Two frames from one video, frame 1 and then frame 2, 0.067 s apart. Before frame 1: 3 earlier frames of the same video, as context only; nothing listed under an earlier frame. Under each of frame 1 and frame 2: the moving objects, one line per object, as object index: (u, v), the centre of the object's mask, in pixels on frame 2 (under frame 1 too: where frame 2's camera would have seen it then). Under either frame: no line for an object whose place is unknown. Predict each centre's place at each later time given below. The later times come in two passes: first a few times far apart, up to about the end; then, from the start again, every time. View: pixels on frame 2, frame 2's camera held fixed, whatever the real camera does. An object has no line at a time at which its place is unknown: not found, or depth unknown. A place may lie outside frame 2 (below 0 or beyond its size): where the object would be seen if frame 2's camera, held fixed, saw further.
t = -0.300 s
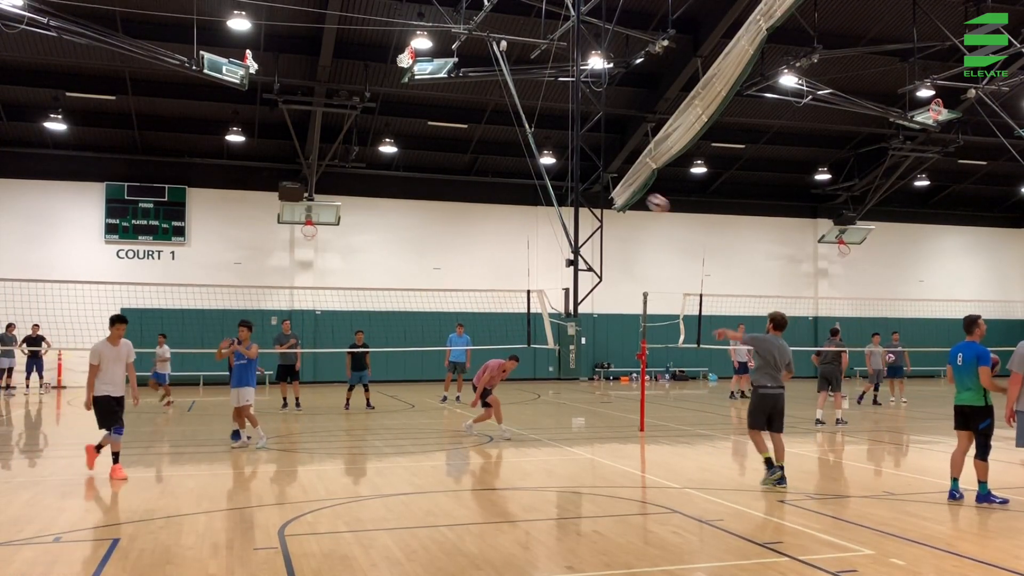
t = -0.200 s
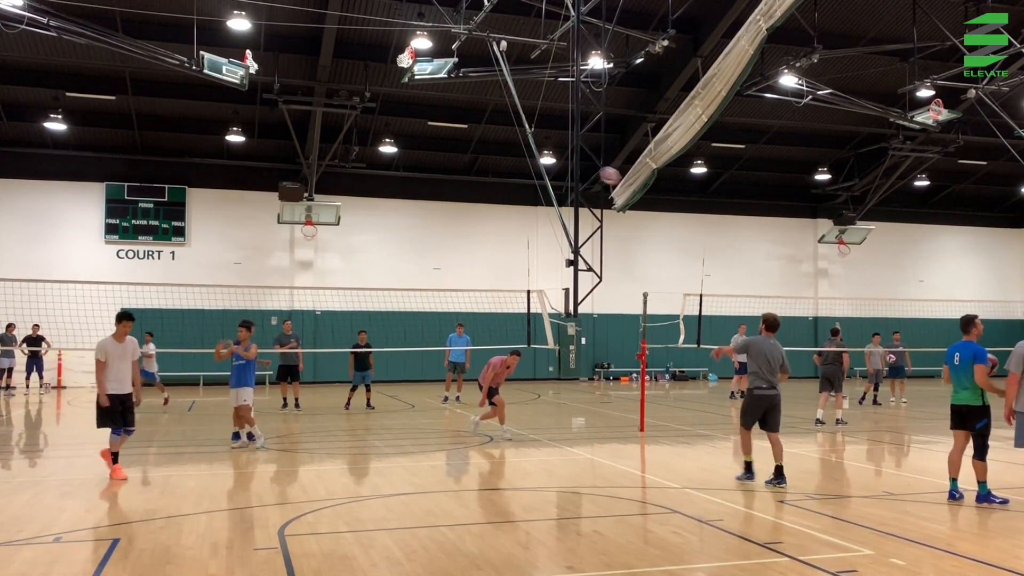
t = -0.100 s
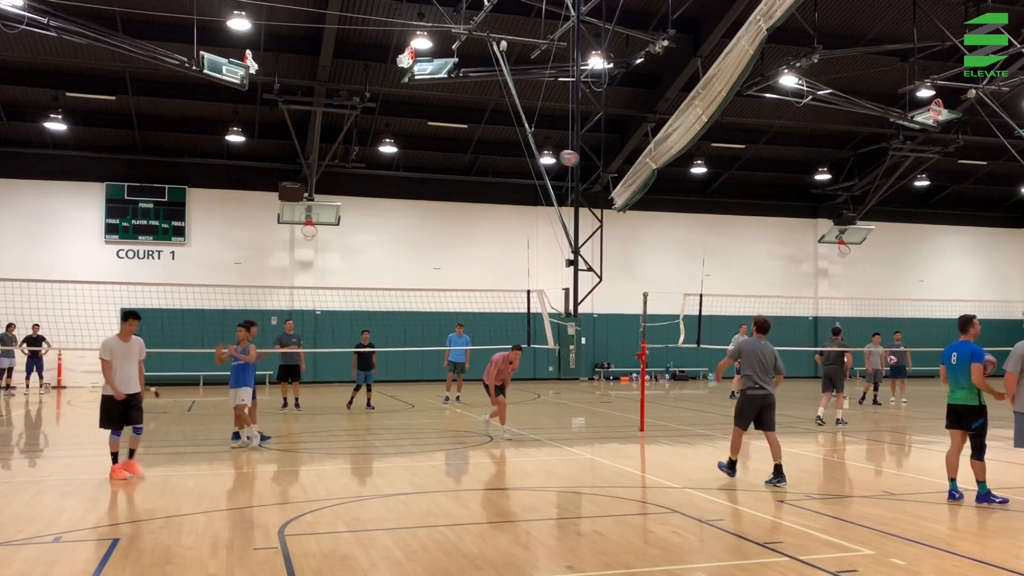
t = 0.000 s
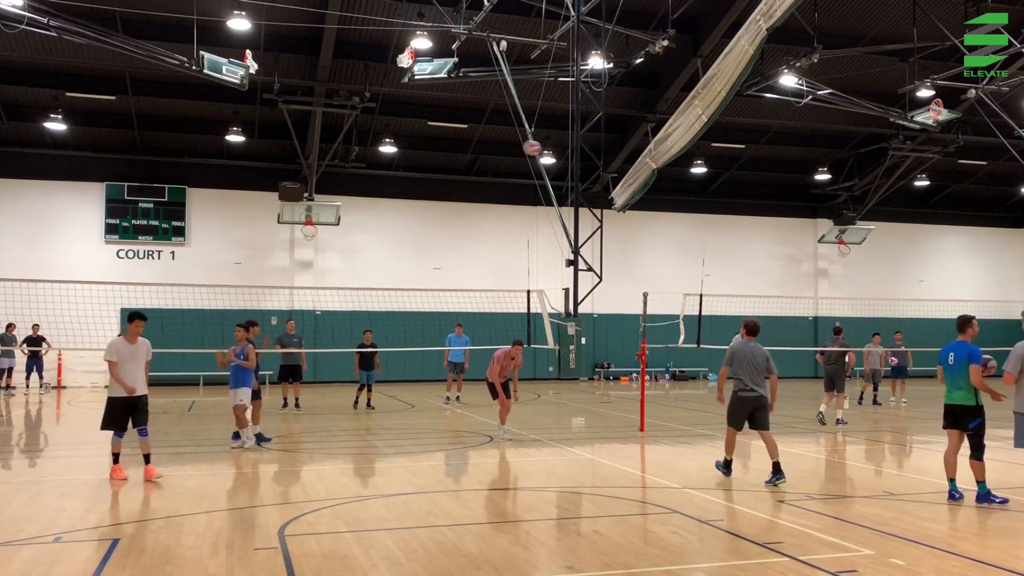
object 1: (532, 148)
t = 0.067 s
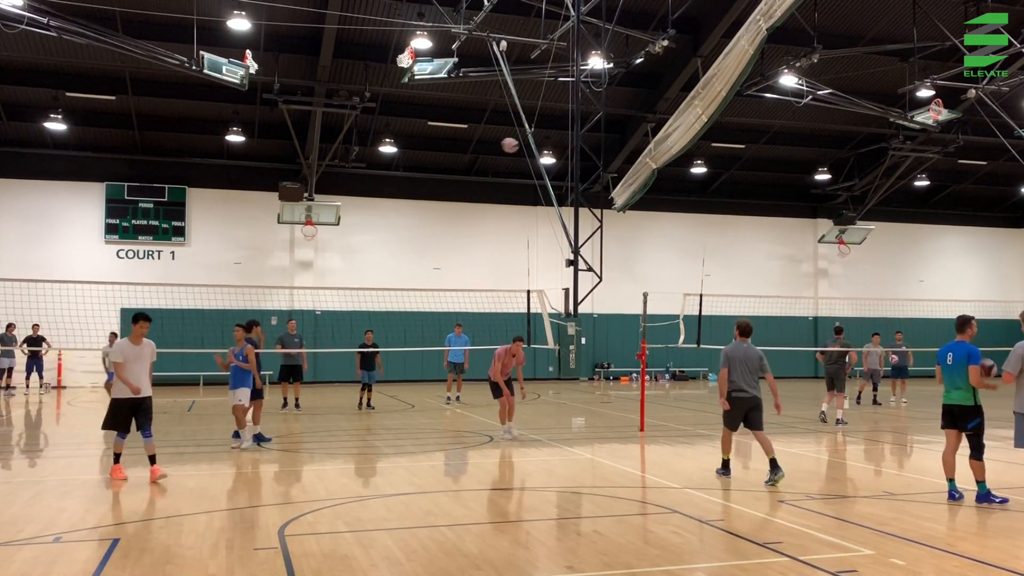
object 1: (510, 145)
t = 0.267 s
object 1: (452, 153)
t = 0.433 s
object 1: (412, 174)
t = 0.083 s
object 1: (504, 145)
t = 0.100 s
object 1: (499, 145)
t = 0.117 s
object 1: (494, 145)
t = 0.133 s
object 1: (489, 145)
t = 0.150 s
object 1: (484, 146)
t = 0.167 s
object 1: (479, 146)
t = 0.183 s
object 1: (475, 147)
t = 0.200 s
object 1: (470, 148)
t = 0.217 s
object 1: (466, 149)
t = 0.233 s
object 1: (461, 150)
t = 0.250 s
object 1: (457, 152)
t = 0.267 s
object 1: (452, 153)
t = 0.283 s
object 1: (448, 154)
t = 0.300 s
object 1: (444, 156)
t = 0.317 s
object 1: (439, 158)
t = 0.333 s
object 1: (435, 160)
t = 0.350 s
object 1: (431, 162)
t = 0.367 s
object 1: (427, 164)
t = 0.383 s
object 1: (424, 167)
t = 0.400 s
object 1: (419, 169)
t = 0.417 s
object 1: (416, 171)
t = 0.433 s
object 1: (412, 174)
